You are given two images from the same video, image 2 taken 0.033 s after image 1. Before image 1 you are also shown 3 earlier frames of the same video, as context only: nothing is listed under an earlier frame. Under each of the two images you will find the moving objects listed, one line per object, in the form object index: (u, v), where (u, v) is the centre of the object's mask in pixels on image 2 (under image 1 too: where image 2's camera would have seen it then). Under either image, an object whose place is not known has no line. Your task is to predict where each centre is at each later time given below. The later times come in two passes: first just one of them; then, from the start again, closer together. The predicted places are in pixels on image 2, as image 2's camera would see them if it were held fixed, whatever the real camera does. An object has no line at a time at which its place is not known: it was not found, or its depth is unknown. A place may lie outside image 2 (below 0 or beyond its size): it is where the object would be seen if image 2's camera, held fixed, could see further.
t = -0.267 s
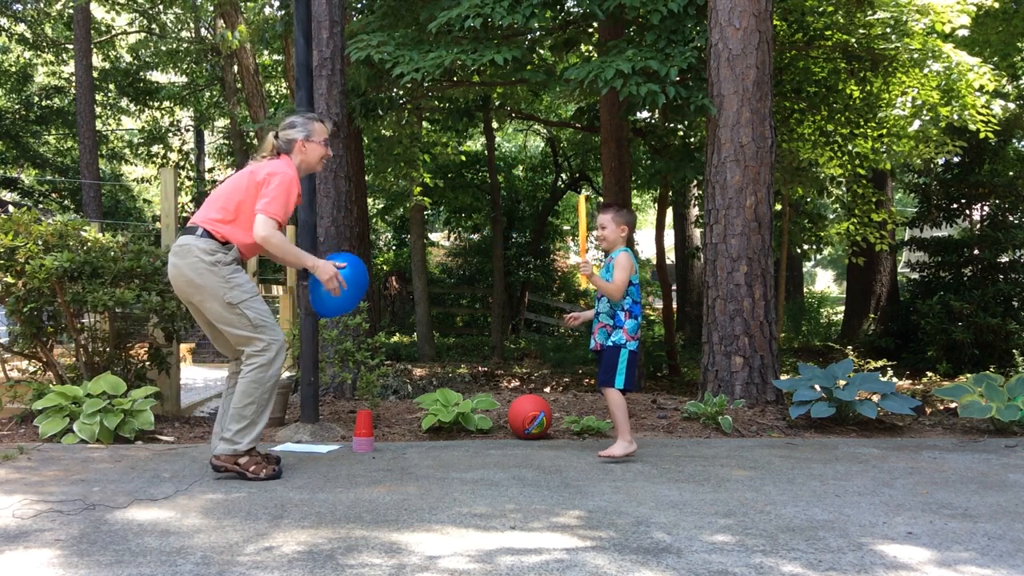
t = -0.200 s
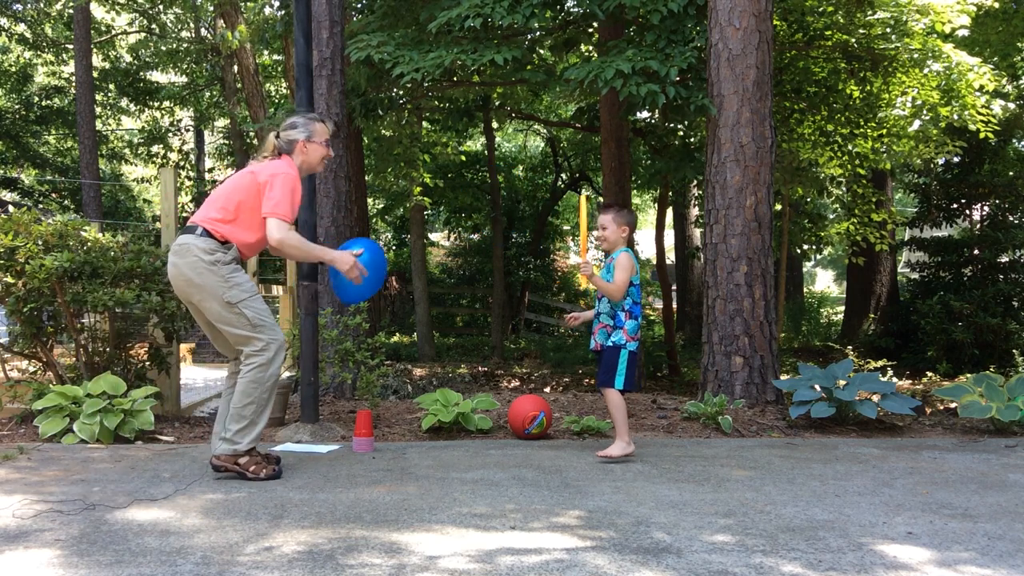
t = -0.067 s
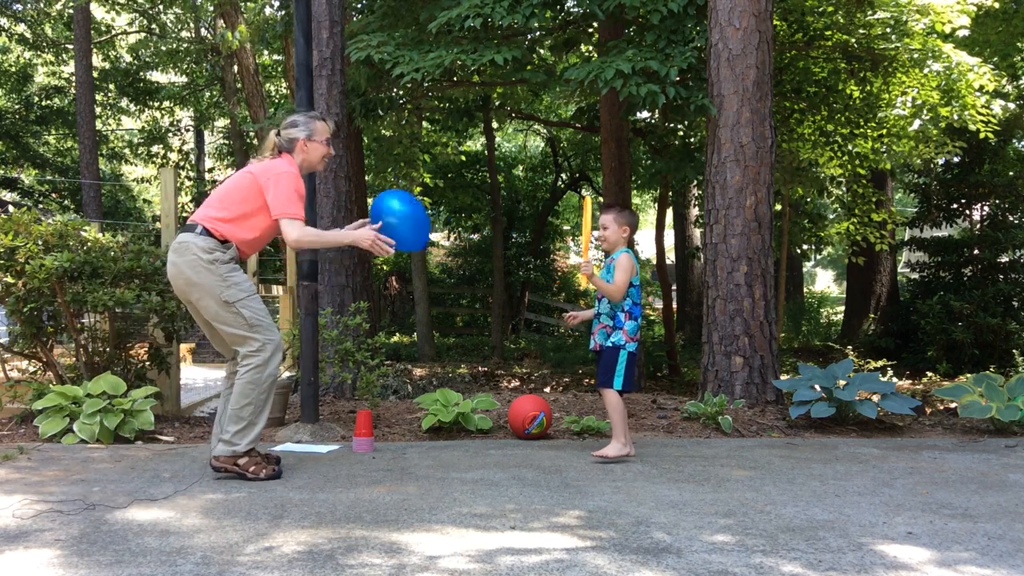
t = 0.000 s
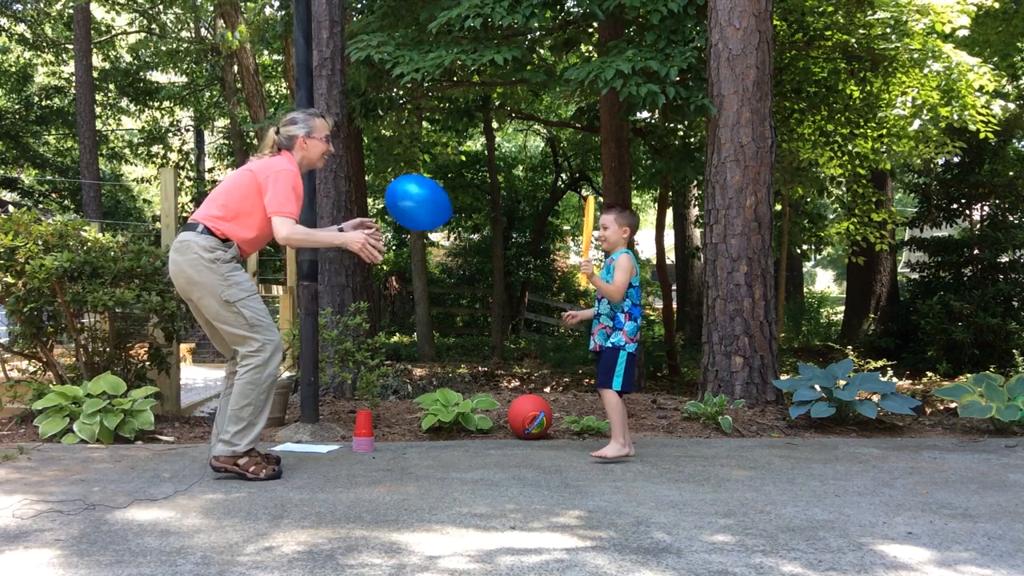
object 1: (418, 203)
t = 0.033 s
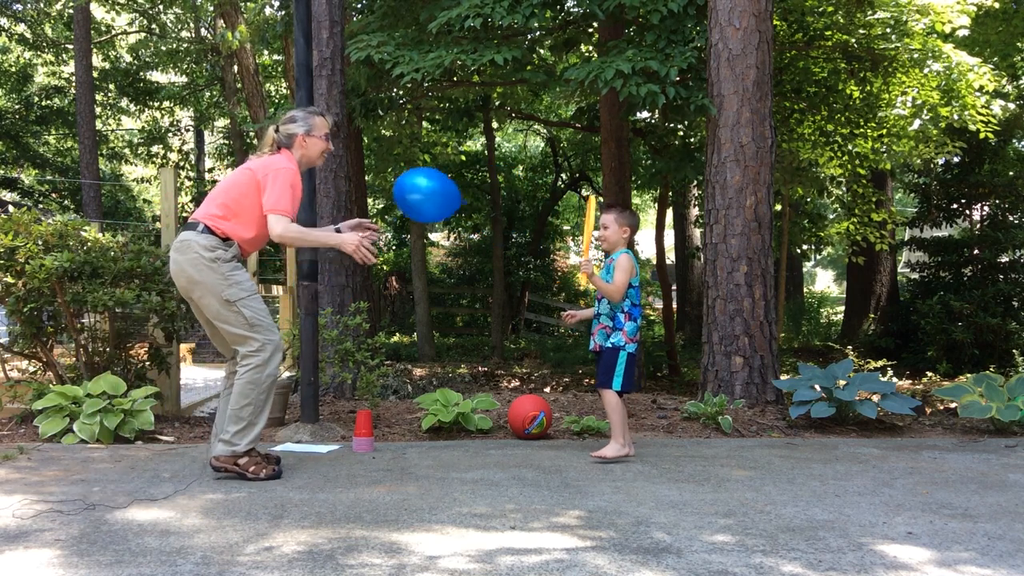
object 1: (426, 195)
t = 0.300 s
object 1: (486, 157)
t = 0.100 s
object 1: (443, 182)
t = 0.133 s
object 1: (451, 176)
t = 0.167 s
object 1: (459, 171)
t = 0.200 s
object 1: (466, 167)
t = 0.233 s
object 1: (473, 163)
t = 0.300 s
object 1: (486, 157)
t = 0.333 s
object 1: (493, 155)
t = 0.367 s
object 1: (499, 154)
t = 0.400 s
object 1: (505, 153)
